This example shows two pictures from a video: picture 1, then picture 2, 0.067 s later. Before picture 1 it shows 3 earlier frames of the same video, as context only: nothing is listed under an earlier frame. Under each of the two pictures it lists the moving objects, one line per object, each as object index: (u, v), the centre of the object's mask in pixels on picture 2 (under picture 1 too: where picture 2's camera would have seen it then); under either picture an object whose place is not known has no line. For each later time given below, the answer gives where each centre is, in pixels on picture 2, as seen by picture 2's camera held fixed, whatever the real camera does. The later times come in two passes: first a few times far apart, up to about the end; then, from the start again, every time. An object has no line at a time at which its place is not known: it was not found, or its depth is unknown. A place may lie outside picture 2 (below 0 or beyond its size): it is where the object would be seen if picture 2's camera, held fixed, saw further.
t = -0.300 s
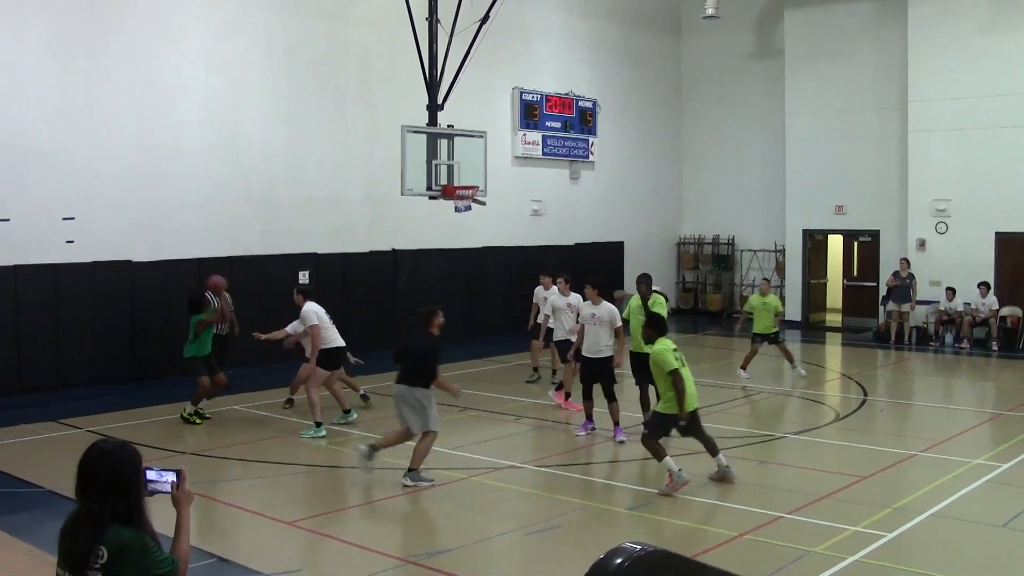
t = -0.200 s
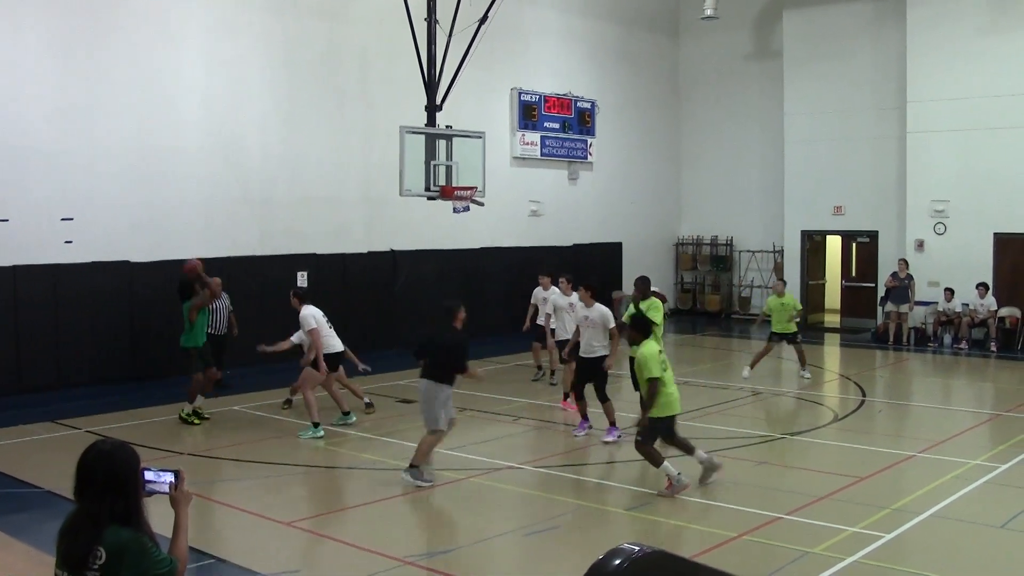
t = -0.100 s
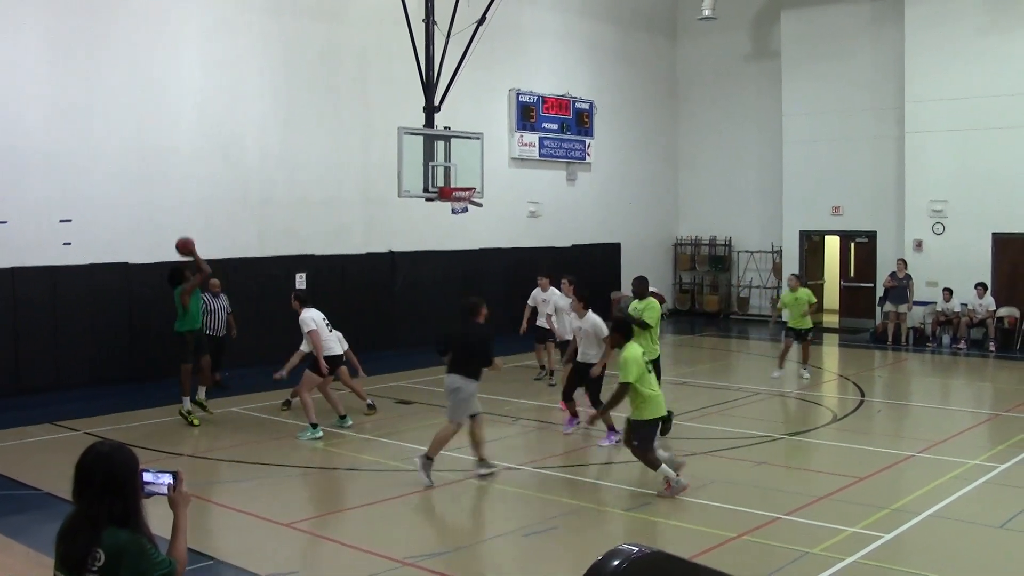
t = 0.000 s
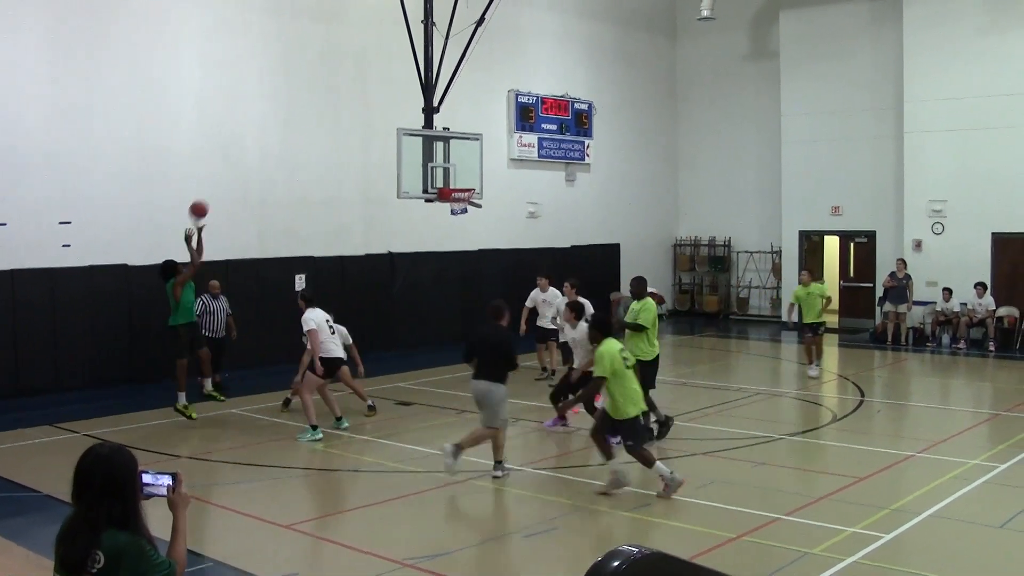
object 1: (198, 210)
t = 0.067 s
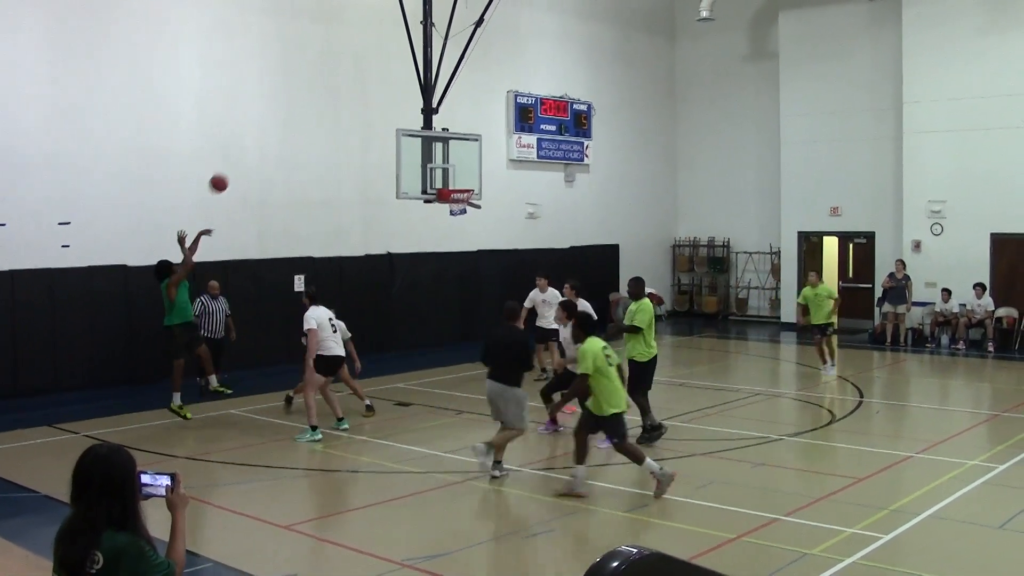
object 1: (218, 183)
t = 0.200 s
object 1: (259, 141)
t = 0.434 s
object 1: (324, 104)
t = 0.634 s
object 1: (375, 103)
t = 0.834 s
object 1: (422, 129)
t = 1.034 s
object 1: (465, 177)
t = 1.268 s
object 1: (442, 160)
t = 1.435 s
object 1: (443, 158)
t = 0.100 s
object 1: (229, 171)
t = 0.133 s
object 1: (239, 160)
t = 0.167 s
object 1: (249, 150)
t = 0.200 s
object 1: (259, 141)
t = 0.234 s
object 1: (268, 133)
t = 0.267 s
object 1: (278, 126)
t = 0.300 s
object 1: (287, 120)
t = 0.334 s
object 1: (297, 115)
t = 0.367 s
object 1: (306, 110)
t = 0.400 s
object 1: (315, 107)
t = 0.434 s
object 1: (324, 104)
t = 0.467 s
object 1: (333, 102)
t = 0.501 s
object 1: (342, 101)
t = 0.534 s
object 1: (350, 100)
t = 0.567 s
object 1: (359, 100)
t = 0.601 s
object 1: (367, 102)
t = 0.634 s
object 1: (375, 103)
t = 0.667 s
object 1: (383, 106)
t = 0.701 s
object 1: (391, 109)
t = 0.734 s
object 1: (399, 113)
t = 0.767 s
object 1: (407, 118)
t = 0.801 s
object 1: (414, 123)
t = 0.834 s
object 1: (422, 129)
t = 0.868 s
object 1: (429, 135)
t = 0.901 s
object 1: (436, 143)
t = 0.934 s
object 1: (444, 151)
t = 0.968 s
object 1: (451, 159)
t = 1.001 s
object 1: (458, 168)
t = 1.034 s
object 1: (465, 177)
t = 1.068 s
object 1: (469, 184)
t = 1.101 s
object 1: (464, 178)
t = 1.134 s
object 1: (460, 173)
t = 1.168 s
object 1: (455, 169)
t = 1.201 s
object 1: (450, 165)
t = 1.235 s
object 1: (446, 162)
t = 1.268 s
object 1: (442, 160)
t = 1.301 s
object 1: (442, 158)
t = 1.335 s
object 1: (442, 157)
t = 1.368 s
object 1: (442, 156)
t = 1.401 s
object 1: (442, 157)
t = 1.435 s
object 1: (443, 158)
